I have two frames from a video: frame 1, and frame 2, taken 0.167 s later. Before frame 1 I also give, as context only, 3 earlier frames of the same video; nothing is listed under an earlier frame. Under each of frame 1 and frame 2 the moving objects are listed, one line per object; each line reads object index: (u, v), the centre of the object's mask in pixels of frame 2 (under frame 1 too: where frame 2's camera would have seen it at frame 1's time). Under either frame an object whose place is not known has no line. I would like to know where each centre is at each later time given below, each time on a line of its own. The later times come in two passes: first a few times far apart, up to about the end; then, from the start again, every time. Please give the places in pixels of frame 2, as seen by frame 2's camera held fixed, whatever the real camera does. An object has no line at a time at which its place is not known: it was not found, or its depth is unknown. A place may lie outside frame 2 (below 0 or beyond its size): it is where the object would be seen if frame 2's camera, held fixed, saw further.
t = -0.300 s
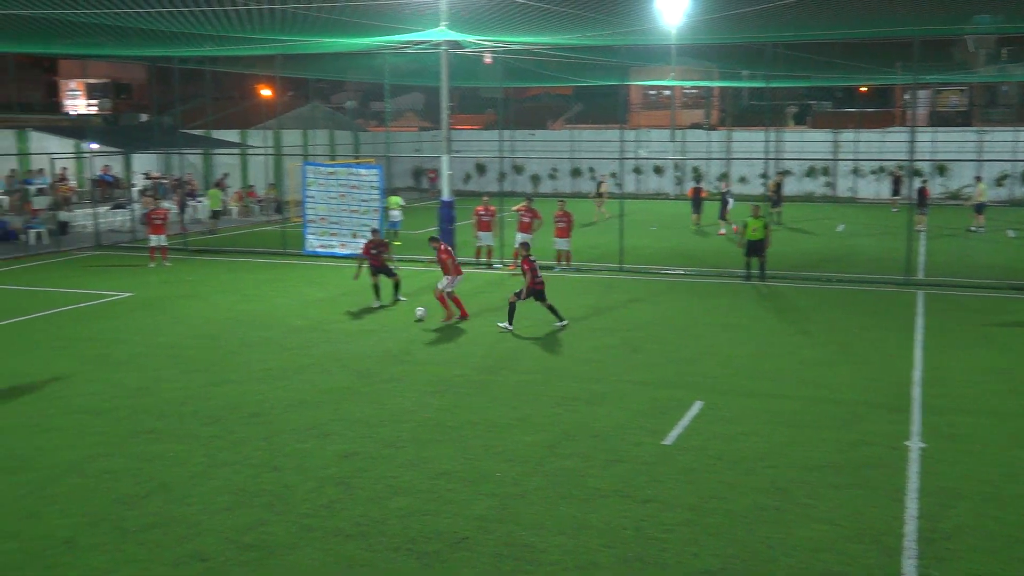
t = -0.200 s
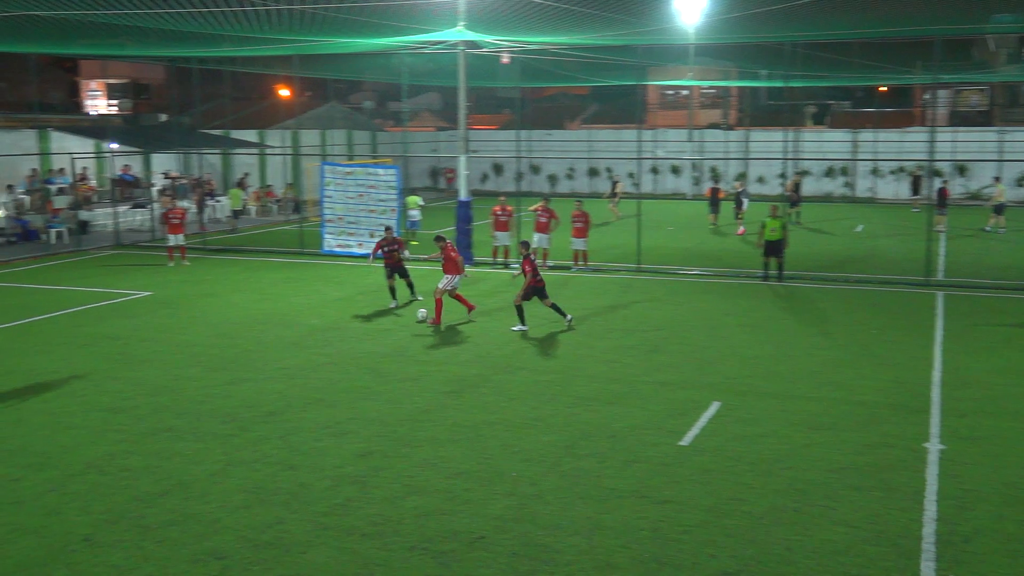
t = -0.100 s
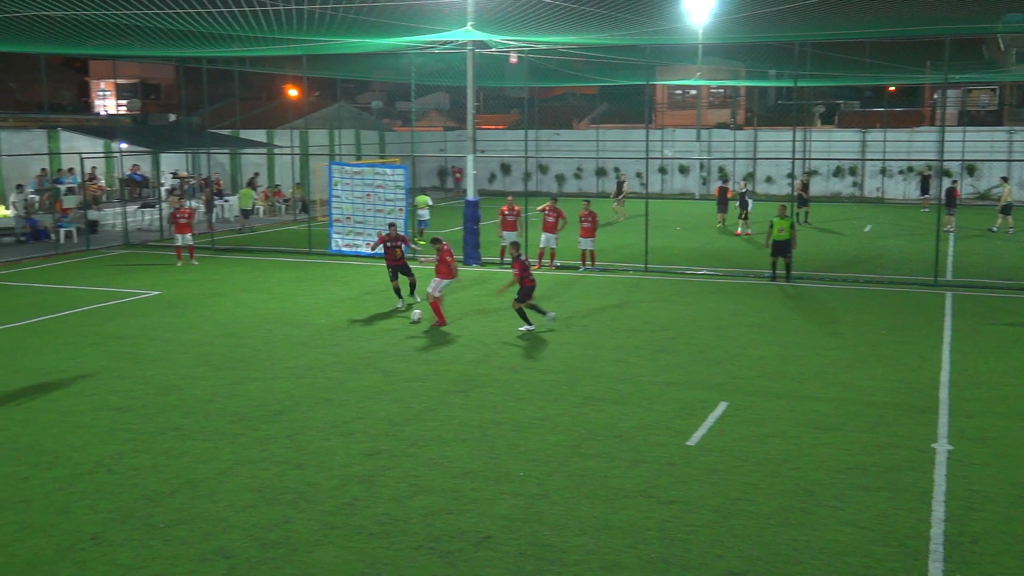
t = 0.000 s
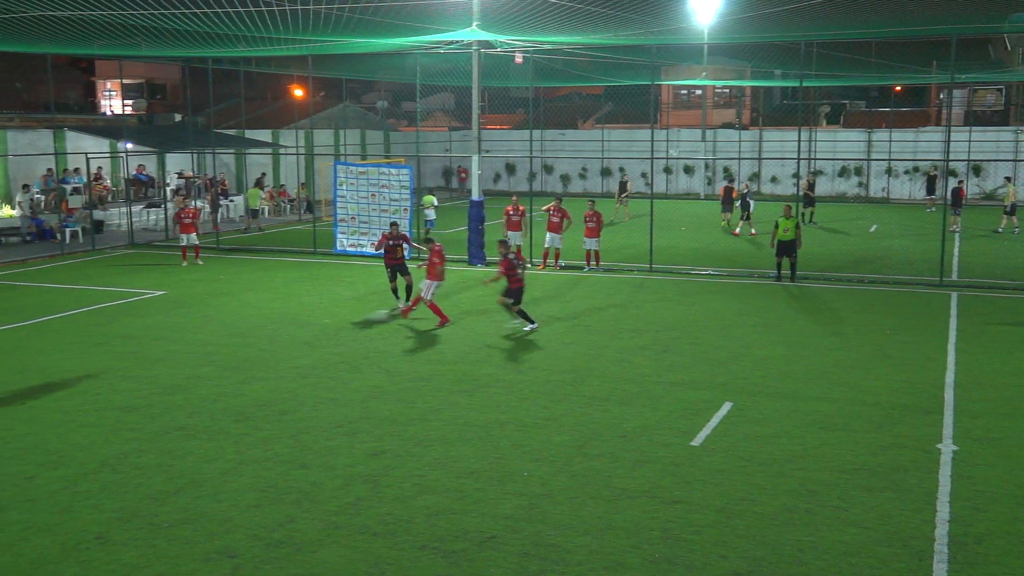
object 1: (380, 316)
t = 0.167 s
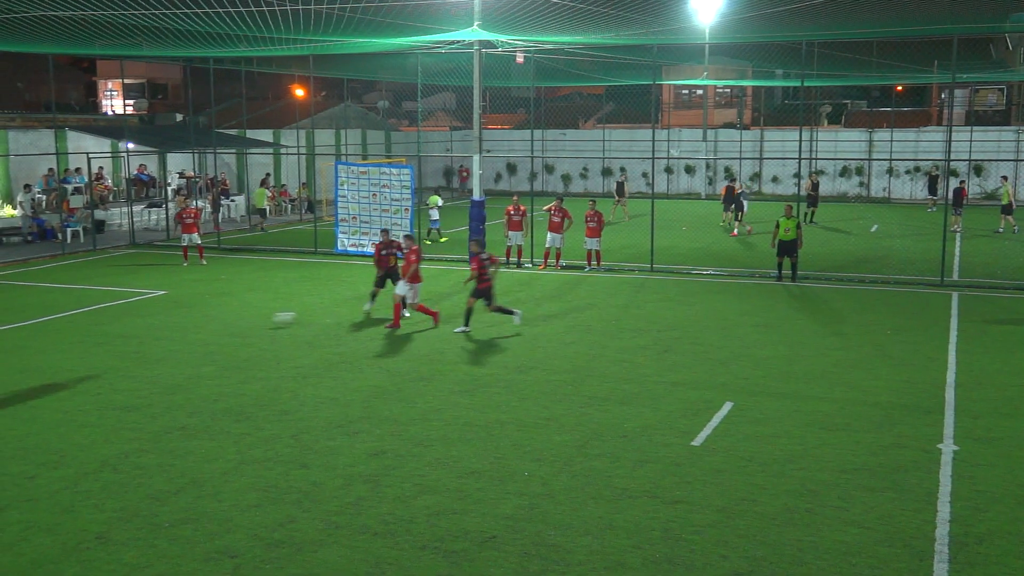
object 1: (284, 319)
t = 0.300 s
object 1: (213, 323)
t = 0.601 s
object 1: (77, 329)
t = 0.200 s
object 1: (265, 320)
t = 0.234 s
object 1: (247, 322)
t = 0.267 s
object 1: (230, 323)
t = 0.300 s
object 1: (213, 323)
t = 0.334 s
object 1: (197, 323)
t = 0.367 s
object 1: (181, 324)
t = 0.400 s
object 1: (165, 325)
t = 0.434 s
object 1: (149, 326)
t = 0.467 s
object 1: (134, 326)
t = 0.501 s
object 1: (119, 327)
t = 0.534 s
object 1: (105, 328)
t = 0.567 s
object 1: (91, 328)
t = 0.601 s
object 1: (77, 329)
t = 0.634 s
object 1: (64, 330)
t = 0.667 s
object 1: (51, 331)
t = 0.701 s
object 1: (38, 331)
